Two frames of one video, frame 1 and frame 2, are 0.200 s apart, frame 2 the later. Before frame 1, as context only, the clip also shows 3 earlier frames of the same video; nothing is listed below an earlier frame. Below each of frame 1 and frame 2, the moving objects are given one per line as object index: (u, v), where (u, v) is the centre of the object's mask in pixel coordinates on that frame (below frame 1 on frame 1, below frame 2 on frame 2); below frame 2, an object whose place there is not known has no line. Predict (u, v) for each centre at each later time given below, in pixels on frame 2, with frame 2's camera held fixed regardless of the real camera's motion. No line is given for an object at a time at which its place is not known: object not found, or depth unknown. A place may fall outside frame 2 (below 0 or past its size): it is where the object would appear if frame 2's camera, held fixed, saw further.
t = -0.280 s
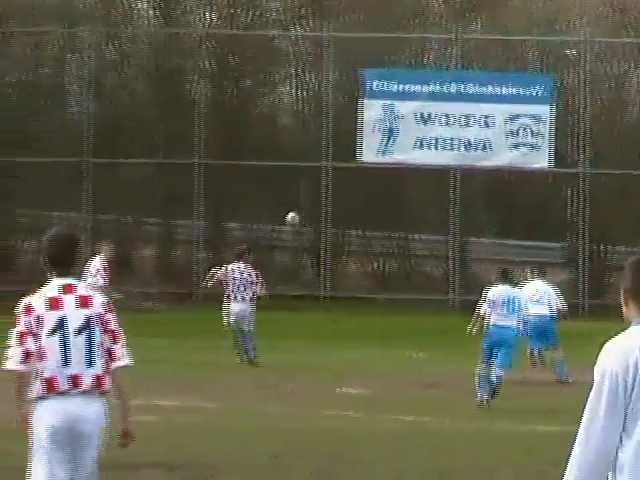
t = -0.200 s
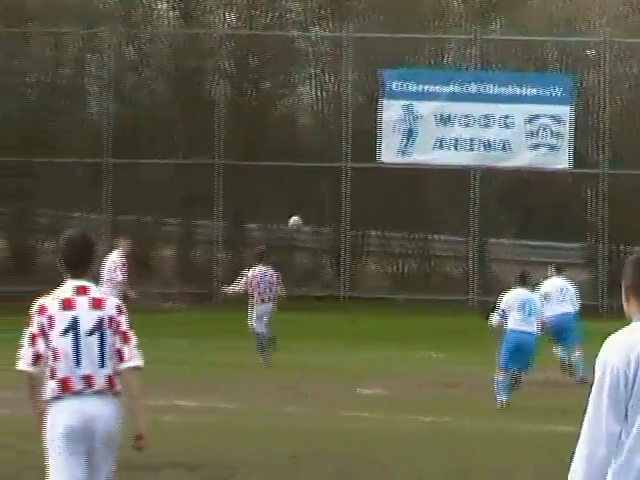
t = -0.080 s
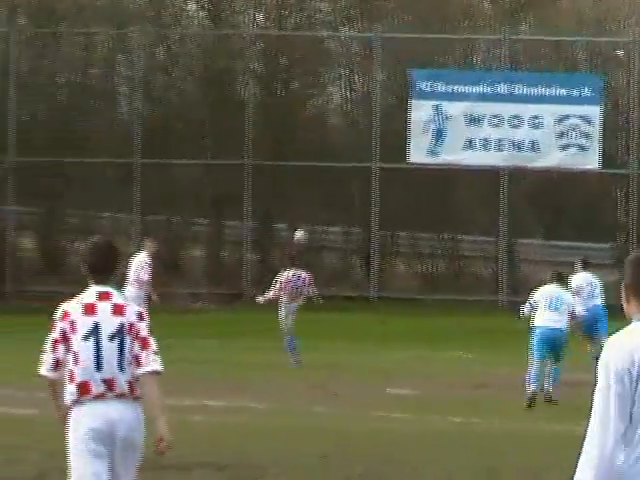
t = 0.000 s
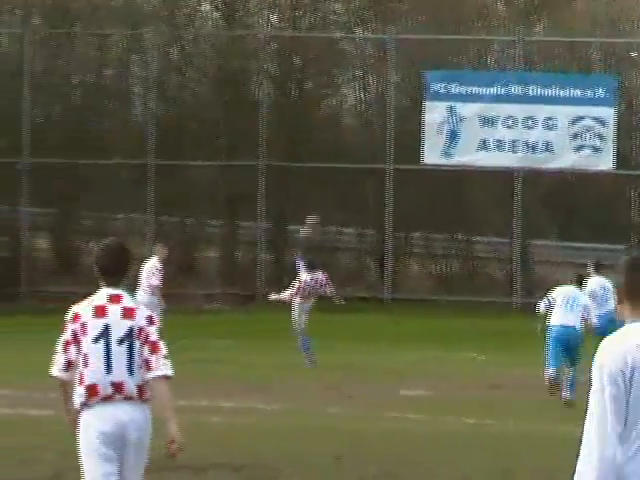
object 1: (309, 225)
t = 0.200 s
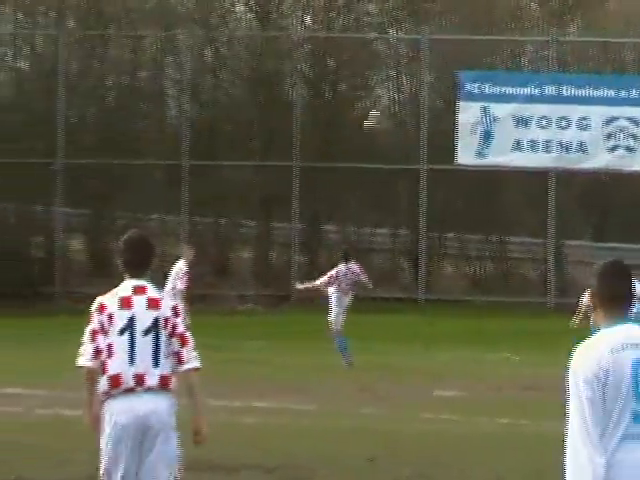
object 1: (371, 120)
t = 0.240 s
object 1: (377, 101)
